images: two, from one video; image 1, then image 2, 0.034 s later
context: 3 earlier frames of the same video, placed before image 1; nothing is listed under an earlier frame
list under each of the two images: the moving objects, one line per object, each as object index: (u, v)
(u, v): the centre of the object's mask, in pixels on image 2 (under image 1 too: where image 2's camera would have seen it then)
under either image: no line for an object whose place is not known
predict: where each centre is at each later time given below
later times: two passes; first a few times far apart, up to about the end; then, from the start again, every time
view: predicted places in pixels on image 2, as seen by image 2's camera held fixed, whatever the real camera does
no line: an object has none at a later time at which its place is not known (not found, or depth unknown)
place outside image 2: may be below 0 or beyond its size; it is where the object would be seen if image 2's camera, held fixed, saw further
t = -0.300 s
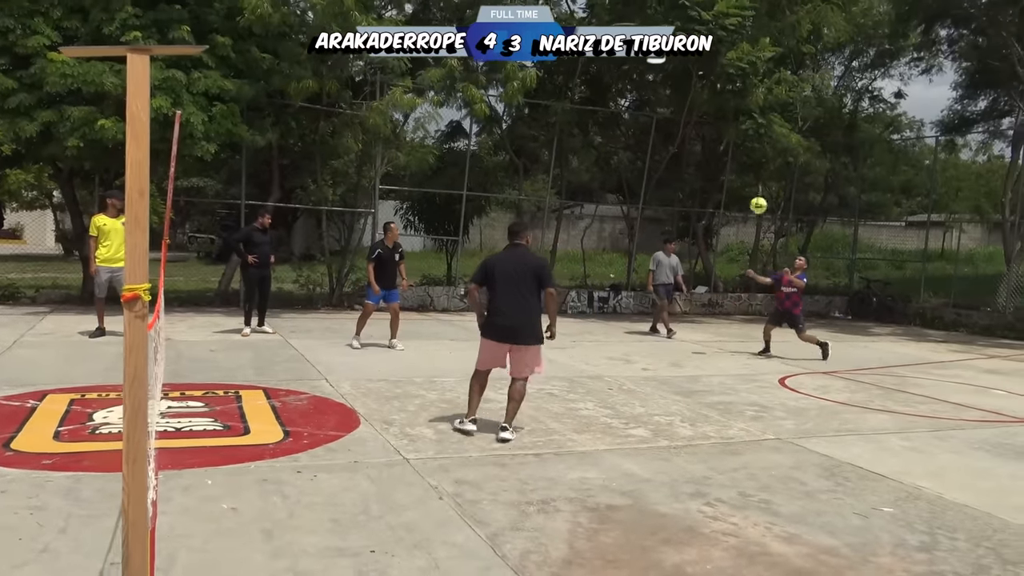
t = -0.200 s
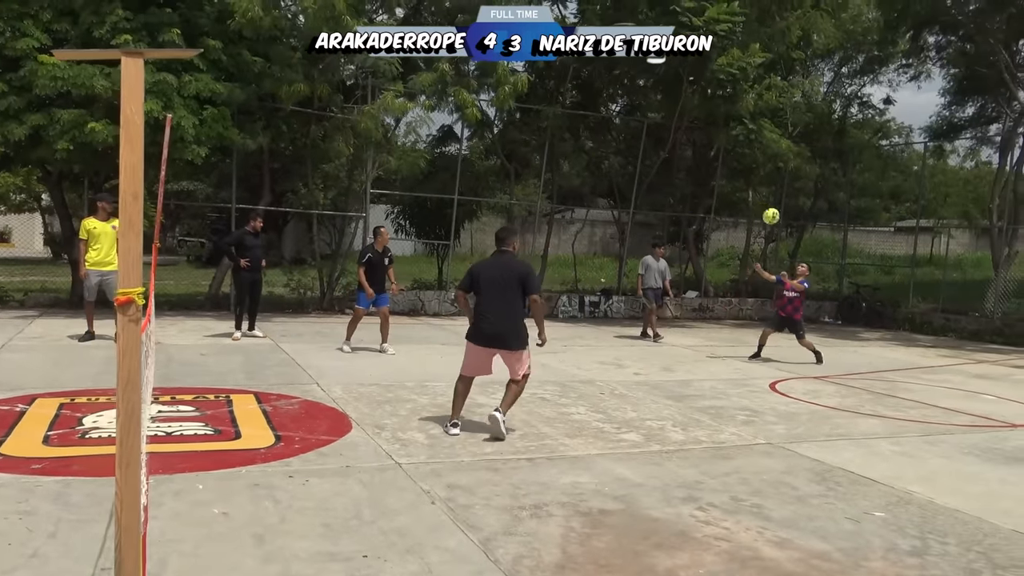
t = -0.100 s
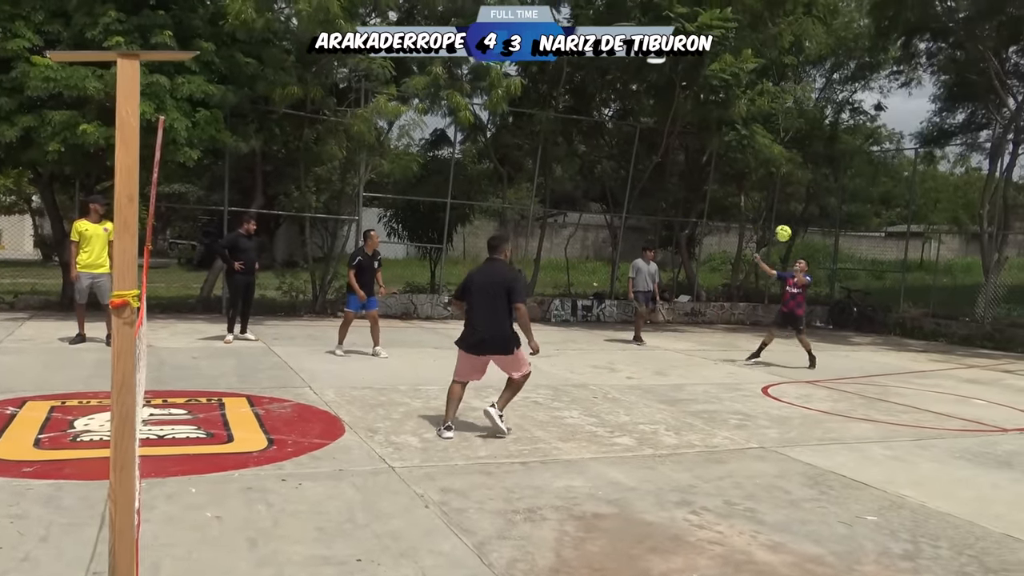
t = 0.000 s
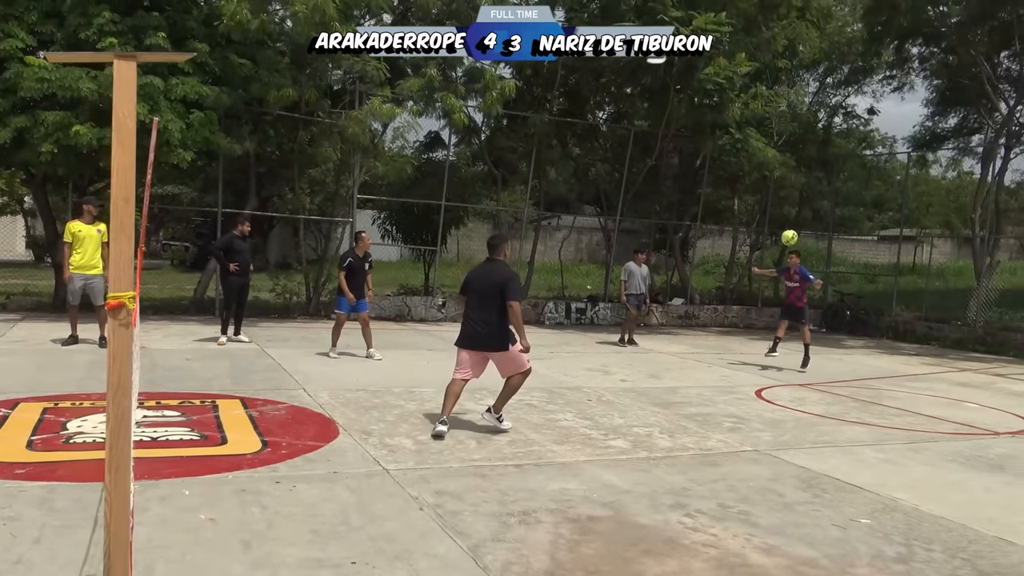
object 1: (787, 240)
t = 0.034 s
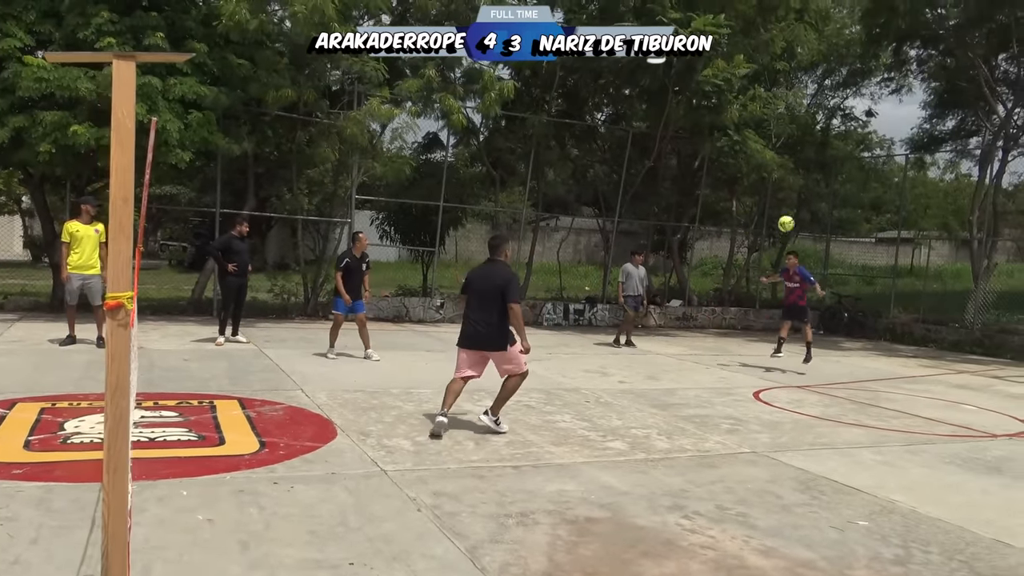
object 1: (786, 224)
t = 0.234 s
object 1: (777, 142)
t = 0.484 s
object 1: (763, 74)
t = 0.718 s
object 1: (747, 47)
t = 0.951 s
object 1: (726, 61)
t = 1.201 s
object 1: (698, 128)
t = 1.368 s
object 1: (676, 206)
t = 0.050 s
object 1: (785, 216)
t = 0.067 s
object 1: (784, 209)
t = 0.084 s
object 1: (784, 201)
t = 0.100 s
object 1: (783, 194)
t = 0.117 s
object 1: (782, 187)
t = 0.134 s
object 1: (781, 180)
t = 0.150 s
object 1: (781, 174)
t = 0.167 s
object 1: (780, 167)
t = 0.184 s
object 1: (779, 161)
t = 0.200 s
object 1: (779, 154)
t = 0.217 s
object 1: (778, 148)
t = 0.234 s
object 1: (777, 142)
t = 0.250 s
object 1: (776, 137)
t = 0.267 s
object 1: (776, 131)
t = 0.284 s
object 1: (774, 126)
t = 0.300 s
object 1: (774, 121)
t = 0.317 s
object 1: (773, 115)
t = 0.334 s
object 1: (772, 111)
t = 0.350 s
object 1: (771, 106)
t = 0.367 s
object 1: (770, 101)
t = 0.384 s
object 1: (769, 97)
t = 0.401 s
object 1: (768, 92)
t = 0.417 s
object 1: (767, 88)
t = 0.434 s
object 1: (766, 84)
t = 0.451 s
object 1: (765, 80)
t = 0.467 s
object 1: (765, 77)
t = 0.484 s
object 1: (763, 74)
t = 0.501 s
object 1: (763, 71)
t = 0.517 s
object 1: (762, 68)
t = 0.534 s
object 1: (760, 65)
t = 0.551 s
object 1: (759, 63)
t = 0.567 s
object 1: (758, 60)
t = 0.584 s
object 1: (757, 58)
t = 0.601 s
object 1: (756, 56)
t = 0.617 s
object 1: (755, 54)
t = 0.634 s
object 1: (753, 52)
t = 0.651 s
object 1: (752, 51)
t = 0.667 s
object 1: (751, 50)
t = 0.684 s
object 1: (750, 49)
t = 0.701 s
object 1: (749, 48)
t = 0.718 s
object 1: (747, 47)
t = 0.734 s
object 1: (746, 47)
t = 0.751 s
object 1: (745, 46)
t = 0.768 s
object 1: (743, 46)
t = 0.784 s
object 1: (742, 46)
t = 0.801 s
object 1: (741, 47)
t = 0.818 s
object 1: (739, 48)
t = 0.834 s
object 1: (738, 49)
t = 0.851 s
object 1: (736, 50)
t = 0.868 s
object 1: (735, 51)
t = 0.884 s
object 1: (733, 52)
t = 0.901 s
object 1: (731, 54)
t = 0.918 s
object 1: (730, 56)
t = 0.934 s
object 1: (728, 59)
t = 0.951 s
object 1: (726, 61)
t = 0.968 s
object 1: (725, 64)
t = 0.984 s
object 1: (723, 67)
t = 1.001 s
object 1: (721, 70)
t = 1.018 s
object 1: (719, 73)
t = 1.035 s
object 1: (718, 77)
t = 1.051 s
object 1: (716, 81)
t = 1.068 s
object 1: (714, 85)
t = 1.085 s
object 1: (712, 90)
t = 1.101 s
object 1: (710, 94)
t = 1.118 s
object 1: (708, 99)
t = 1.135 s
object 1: (706, 105)
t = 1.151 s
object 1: (704, 110)
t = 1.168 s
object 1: (702, 116)
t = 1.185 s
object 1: (700, 122)
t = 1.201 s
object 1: (698, 128)
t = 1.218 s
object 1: (696, 135)
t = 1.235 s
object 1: (693, 141)
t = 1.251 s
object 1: (691, 148)
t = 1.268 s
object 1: (689, 156)
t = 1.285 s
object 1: (687, 163)
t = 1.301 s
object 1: (685, 171)
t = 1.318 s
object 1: (683, 179)
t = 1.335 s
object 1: (681, 188)
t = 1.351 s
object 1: (678, 197)
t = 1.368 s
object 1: (676, 206)
